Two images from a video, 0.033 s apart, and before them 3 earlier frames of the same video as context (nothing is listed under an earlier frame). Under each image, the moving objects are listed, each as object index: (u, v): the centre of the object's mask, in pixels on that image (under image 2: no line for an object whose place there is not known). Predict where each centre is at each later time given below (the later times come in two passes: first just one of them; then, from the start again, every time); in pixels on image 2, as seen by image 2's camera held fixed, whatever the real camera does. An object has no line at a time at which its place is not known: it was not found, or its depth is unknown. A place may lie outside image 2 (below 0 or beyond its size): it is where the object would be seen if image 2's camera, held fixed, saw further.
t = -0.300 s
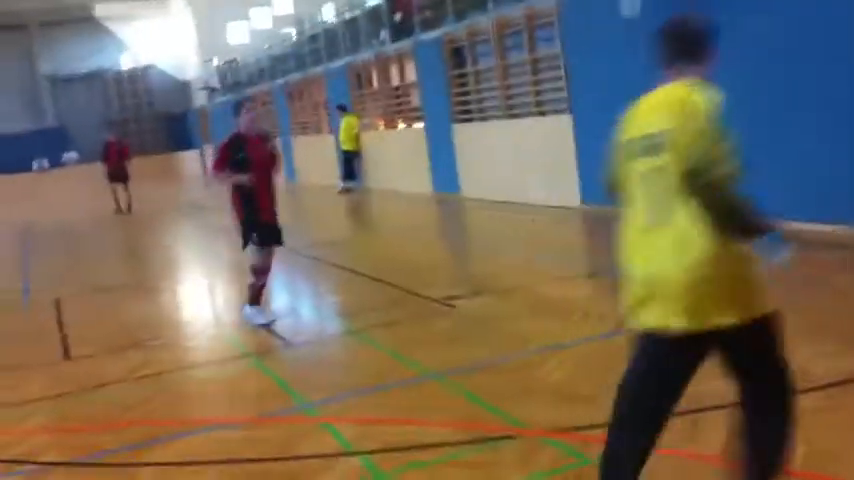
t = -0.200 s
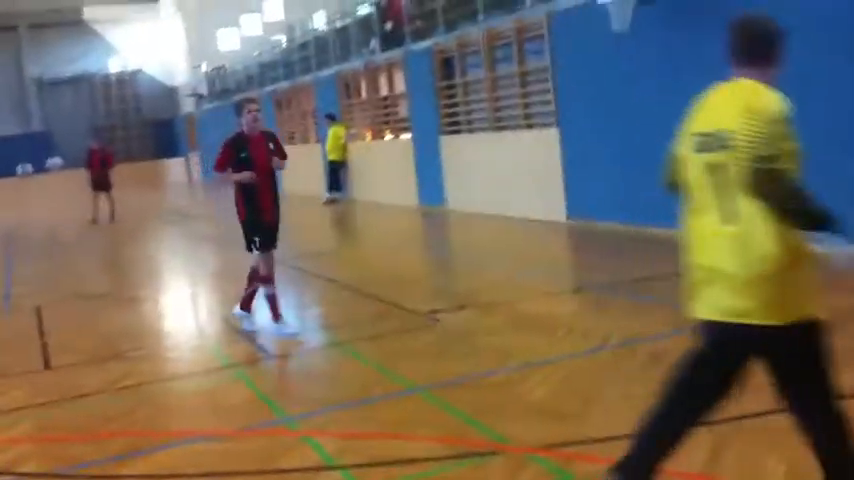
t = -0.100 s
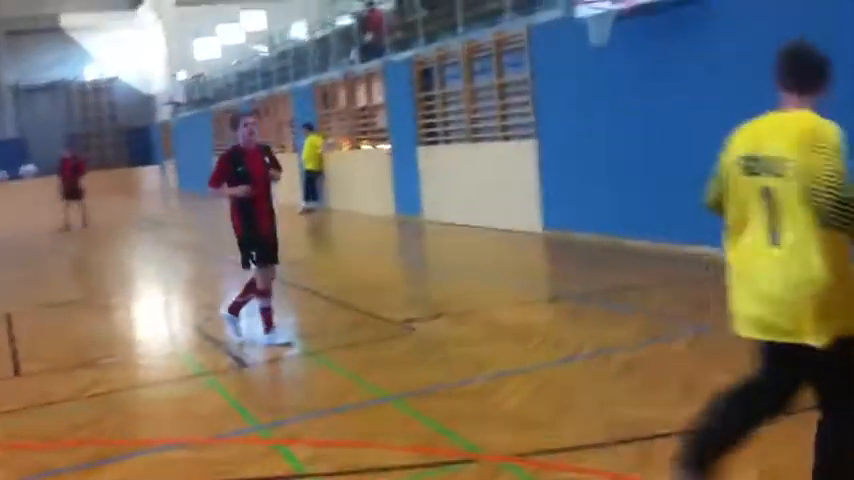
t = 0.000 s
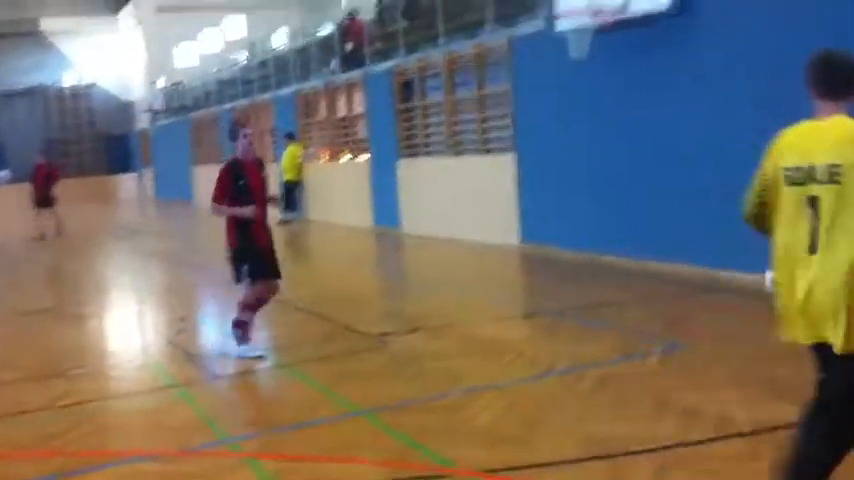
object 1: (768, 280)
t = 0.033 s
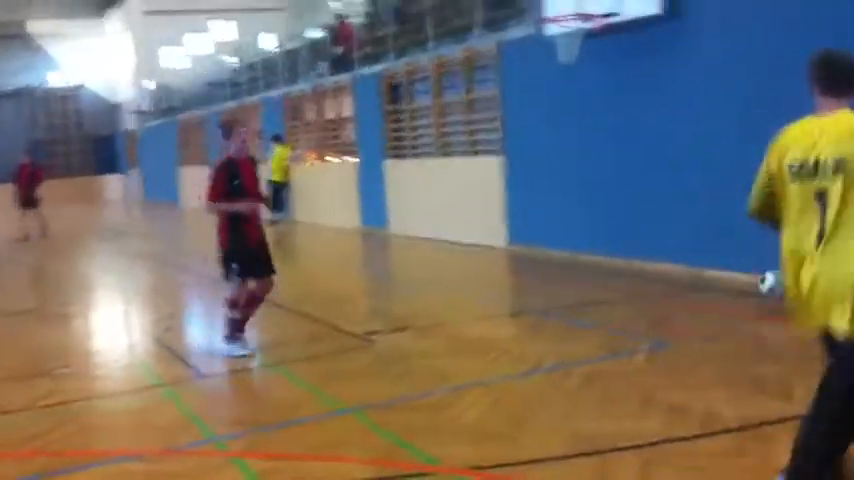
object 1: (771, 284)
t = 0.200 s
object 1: (829, 287)
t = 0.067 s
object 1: (784, 294)
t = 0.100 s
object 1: (796, 301)
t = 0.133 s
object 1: (808, 295)
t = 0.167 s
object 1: (819, 290)
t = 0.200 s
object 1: (829, 287)
